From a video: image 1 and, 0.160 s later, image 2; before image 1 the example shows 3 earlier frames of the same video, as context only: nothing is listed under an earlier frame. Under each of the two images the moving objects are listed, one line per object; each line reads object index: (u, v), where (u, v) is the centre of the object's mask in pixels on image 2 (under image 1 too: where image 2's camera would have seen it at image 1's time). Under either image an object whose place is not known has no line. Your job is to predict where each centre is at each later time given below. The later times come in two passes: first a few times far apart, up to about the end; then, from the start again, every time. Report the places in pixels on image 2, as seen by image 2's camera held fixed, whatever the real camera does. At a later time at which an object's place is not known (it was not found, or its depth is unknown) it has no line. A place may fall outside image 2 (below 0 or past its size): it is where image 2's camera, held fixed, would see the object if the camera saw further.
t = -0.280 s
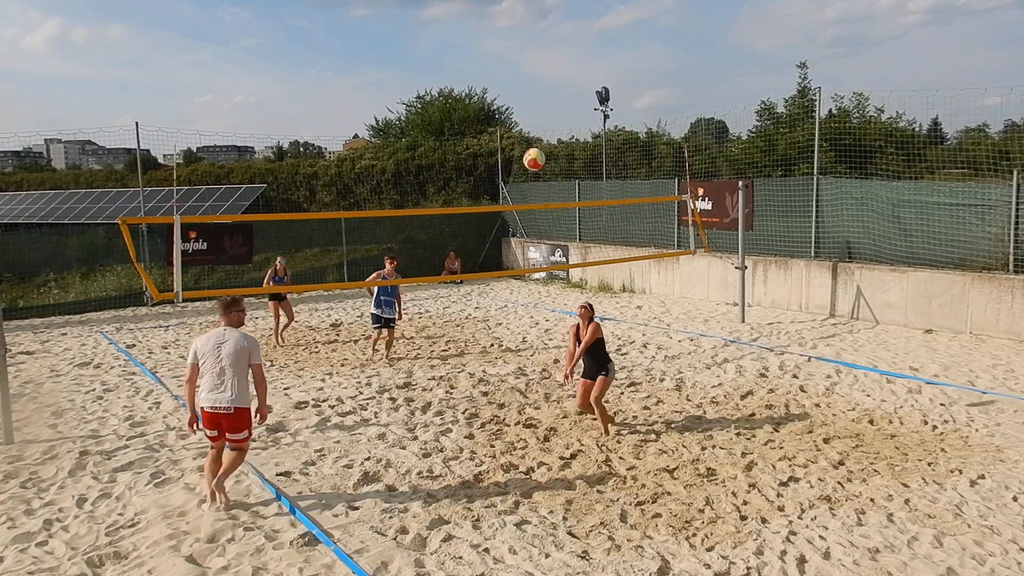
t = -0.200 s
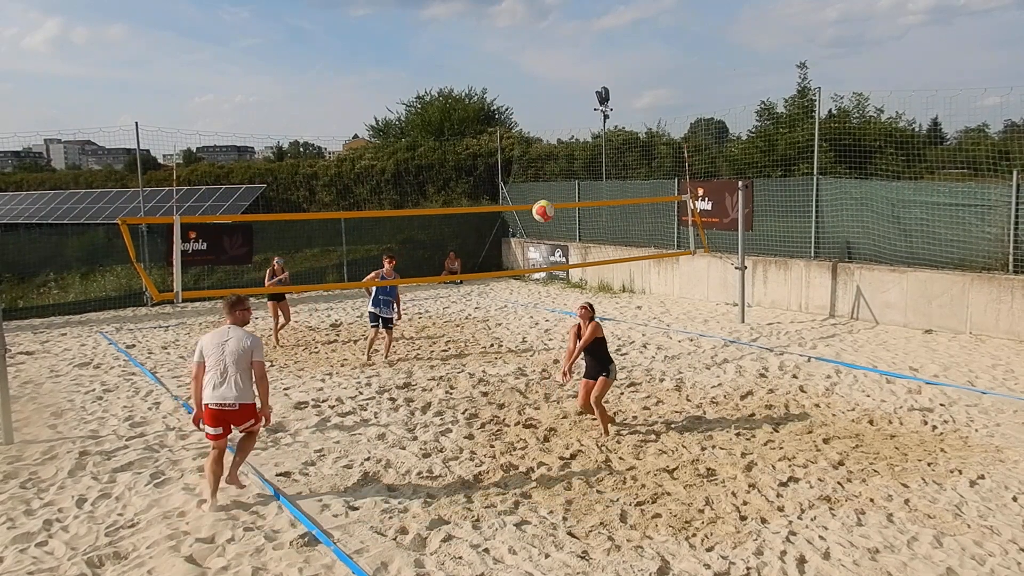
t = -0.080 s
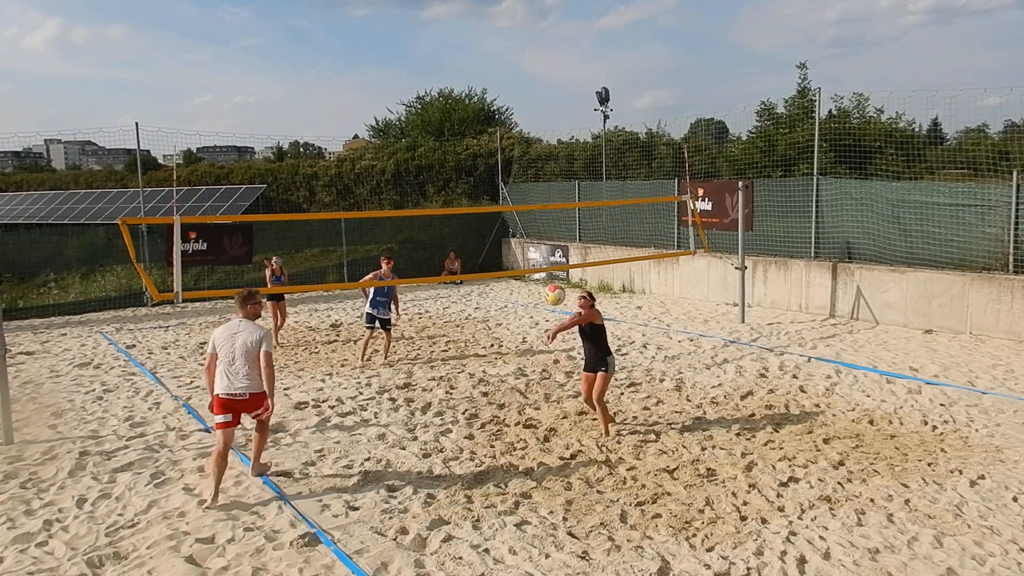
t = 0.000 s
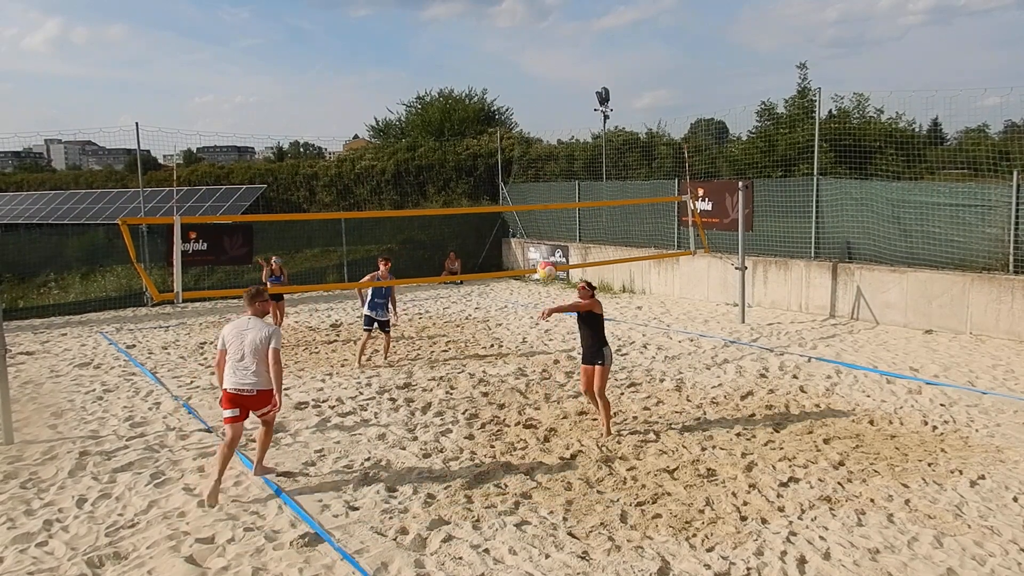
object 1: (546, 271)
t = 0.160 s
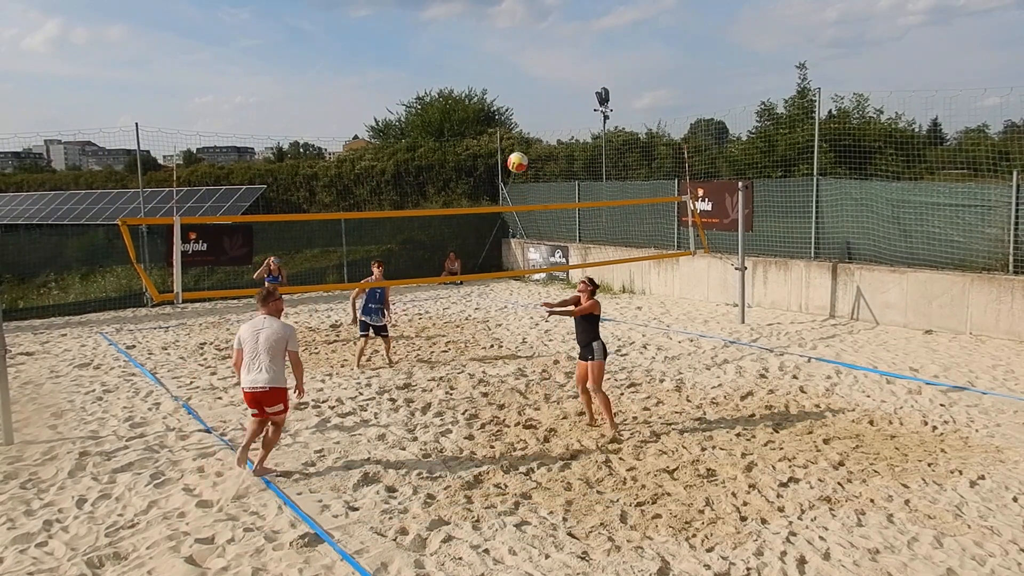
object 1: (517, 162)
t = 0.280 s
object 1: (497, 98)
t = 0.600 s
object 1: (447, 2)
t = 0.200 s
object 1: (510, 140)
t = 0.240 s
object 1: (503, 118)
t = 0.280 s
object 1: (497, 98)
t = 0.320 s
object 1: (491, 80)
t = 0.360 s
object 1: (484, 63)
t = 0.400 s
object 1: (478, 48)
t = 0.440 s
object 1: (472, 35)
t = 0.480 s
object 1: (465, 23)
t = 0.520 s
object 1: (459, 12)
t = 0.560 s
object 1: (453, 6)
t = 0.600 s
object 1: (447, 2)
